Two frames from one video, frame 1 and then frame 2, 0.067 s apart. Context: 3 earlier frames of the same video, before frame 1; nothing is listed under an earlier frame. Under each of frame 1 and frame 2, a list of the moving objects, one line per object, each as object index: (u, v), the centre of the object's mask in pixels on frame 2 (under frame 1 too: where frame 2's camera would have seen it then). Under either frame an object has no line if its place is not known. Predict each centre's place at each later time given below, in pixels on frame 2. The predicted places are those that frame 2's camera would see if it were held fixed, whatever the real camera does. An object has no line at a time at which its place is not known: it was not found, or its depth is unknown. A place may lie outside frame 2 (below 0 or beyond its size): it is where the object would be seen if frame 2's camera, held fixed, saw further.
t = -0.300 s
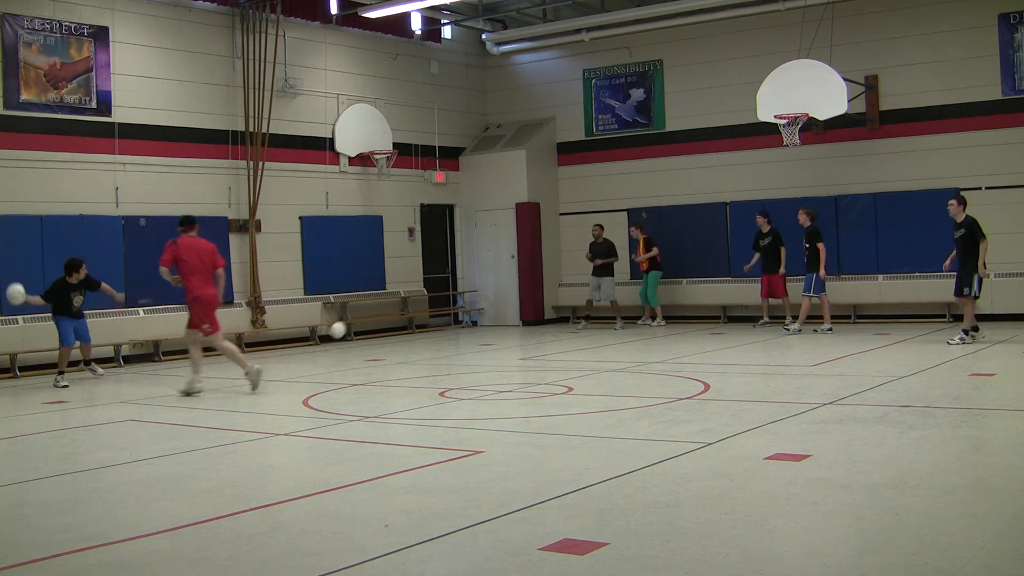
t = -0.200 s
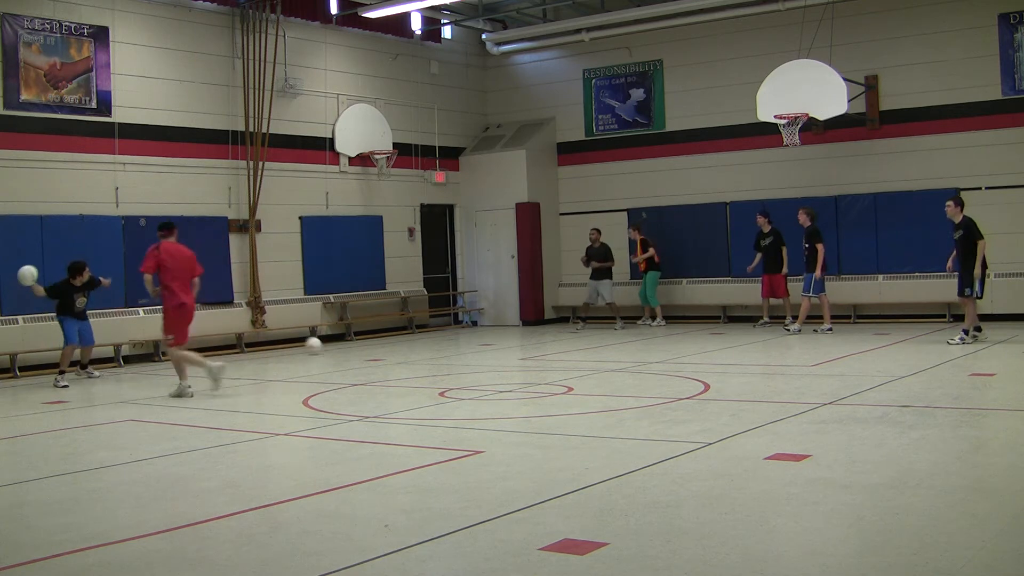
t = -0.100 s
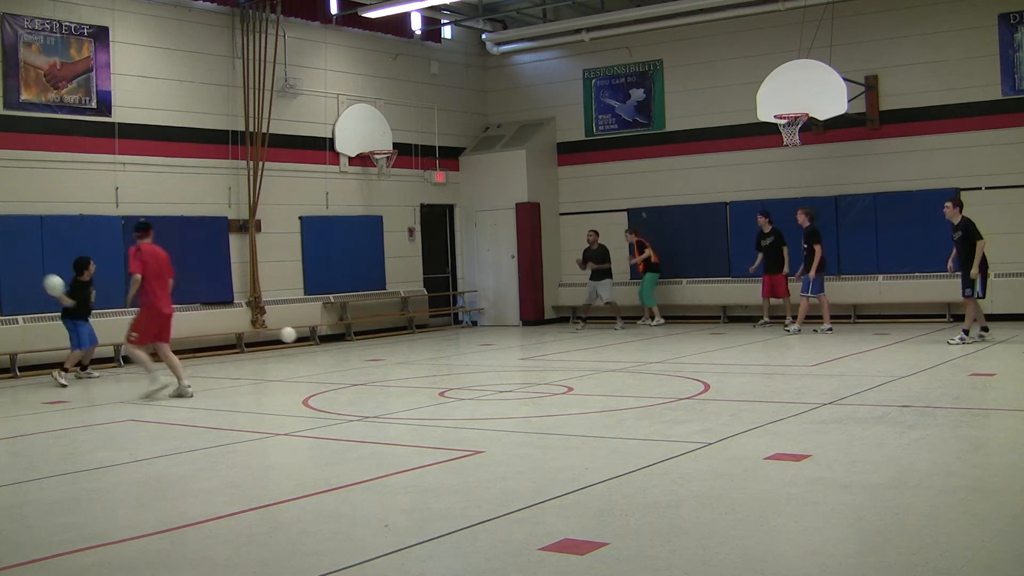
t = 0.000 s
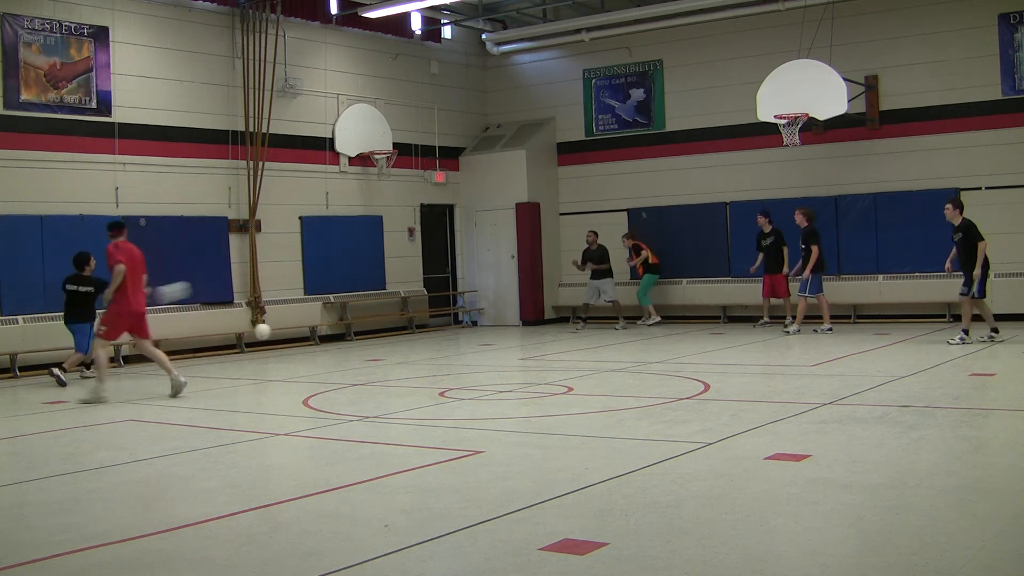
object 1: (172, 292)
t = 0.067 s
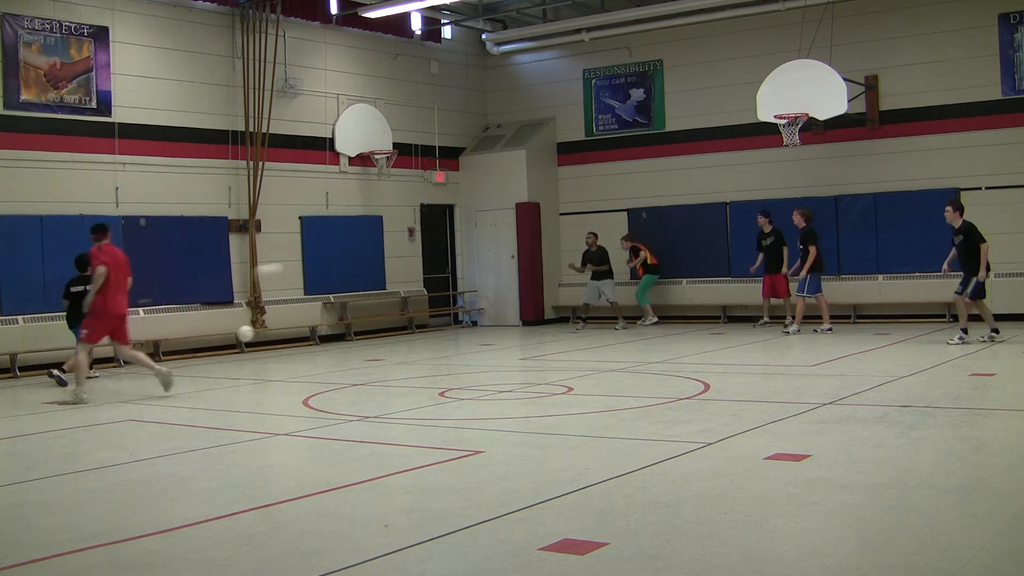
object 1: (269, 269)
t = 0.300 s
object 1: (504, 266)
